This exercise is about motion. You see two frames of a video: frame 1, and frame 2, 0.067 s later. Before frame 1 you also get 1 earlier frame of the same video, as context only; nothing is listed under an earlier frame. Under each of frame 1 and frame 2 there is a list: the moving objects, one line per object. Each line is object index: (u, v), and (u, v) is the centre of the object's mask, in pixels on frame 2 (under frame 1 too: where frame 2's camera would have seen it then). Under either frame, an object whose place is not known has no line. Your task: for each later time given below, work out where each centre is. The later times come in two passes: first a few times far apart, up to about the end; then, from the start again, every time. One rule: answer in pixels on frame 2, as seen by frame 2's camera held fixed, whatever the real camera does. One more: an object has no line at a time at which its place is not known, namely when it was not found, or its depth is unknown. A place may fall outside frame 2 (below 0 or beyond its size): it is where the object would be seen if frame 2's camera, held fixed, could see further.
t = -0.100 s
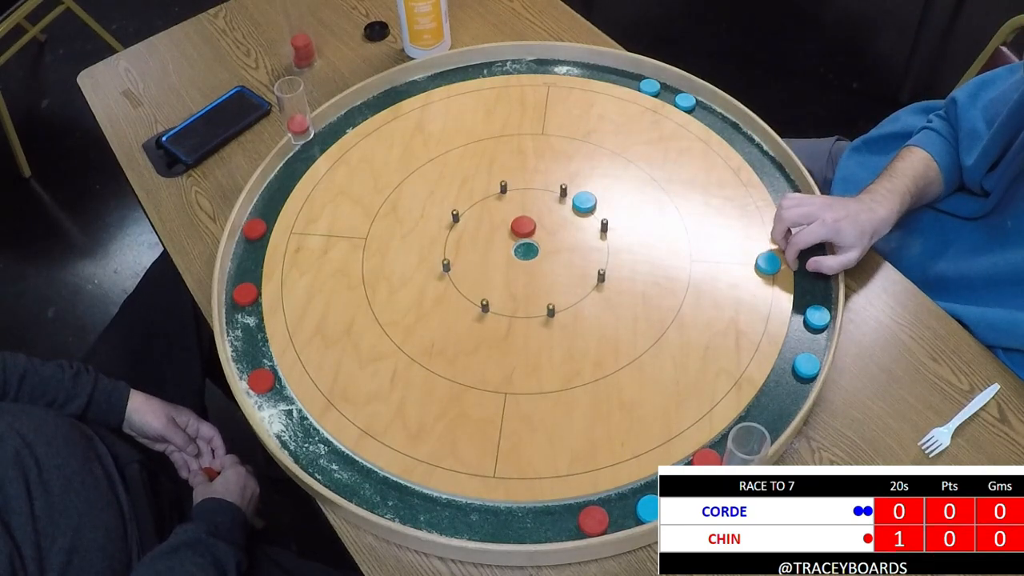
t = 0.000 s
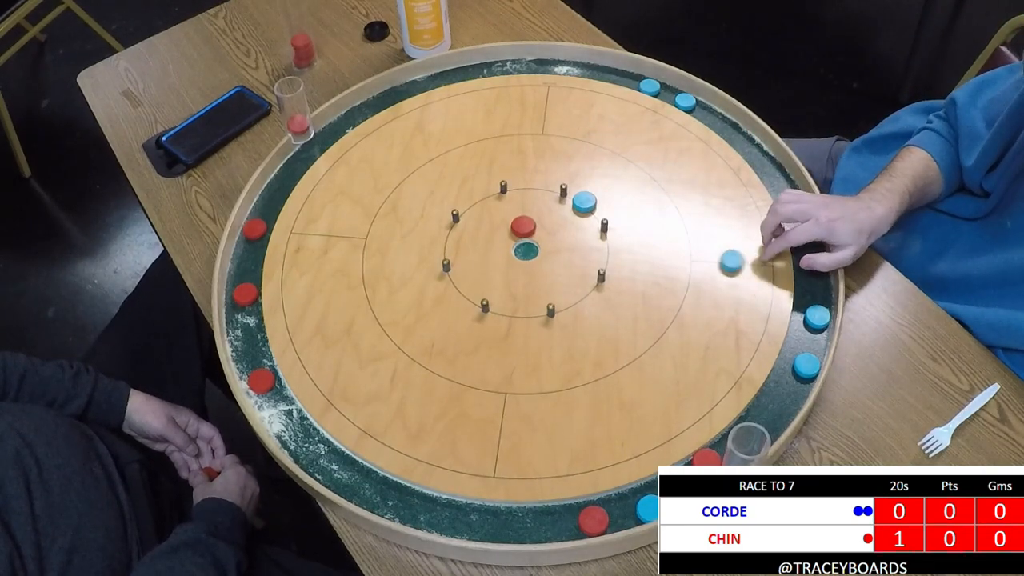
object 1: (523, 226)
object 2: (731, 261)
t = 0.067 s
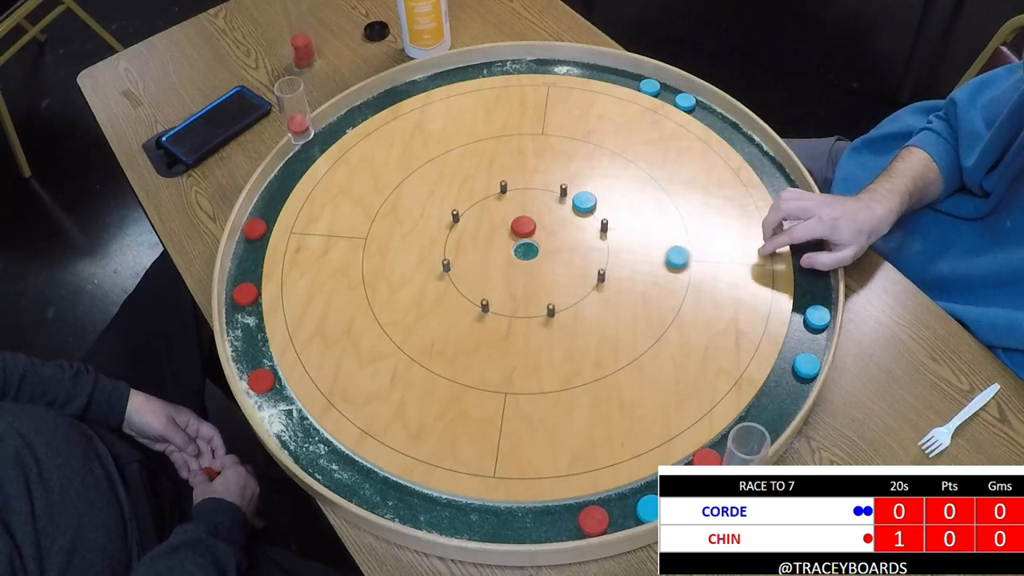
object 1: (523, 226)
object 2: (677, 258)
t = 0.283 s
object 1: (523, 226)
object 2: (527, 247)
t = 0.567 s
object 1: (521, 203)
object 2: (580, 255)
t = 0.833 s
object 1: (521, 203)
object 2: (587, 256)
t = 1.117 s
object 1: (521, 203)
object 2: (587, 256)
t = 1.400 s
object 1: (521, 203)
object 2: (587, 256)
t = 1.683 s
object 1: (521, 203)
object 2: (587, 256)
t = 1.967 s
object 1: (521, 203)
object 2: (587, 256)
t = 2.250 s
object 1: (521, 203)
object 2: (587, 256)
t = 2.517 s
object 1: (521, 203)
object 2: (587, 256)
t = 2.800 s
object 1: (521, 203)
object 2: (587, 256)
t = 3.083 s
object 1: (521, 203)
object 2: (587, 256)
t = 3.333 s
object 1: (521, 203)
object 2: (587, 256)
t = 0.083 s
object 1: (523, 226)
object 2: (664, 257)
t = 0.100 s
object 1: (523, 226)
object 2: (651, 256)
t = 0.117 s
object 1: (523, 226)
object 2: (638, 255)
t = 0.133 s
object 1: (523, 226)
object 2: (625, 254)
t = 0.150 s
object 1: (523, 226)
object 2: (612, 253)
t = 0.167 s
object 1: (523, 226)
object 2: (600, 253)
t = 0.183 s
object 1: (523, 226)
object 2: (588, 252)
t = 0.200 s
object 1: (523, 226)
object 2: (575, 251)
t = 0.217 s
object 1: (523, 226)
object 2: (564, 250)
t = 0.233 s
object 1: (523, 226)
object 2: (552, 250)
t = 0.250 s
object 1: (523, 226)
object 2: (541, 249)
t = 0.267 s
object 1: (523, 226)
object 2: (529, 248)
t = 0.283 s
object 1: (523, 226)
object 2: (527, 247)
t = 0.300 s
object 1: (523, 223)
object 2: (532, 245)
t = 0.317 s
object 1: (522, 221)
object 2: (537, 246)
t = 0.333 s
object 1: (522, 219)
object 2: (541, 246)
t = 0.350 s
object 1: (522, 216)
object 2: (546, 249)
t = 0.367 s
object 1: (522, 214)
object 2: (550, 250)
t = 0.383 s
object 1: (522, 212)
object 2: (553, 250)
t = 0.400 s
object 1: (522, 211)
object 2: (557, 250)
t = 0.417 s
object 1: (522, 209)
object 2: (561, 252)
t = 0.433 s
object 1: (522, 208)
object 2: (564, 252)
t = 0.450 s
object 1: (521, 207)
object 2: (566, 252)
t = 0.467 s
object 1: (521, 205)
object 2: (569, 253)
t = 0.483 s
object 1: (521, 205)
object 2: (571, 254)
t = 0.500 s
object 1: (521, 204)
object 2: (573, 254)
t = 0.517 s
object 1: (521, 203)
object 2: (575, 254)
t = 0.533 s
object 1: (521, 203)
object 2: (577, 255)
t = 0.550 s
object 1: (521, 203)
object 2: (578, 255)
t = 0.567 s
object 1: (521, 203)
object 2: (580, 255)
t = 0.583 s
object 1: (521, 203)
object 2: (581, 256)
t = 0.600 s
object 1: (521, 203)
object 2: (582, 256)
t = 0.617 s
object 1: (521, 203)
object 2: (583, 256)
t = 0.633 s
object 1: (521, 203)
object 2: (584, 256)
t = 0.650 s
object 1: (521, 203)
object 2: (585, 256)
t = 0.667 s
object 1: (521, 203)
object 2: (586, 256)
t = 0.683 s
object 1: (521, 203)
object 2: (586, 256)
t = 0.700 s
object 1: (521, 203)
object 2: (587, 256)
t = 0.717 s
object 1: (521, 203)
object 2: (587, 256)
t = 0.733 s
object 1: (521, 203)
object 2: (587, 256)
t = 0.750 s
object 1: (521, 203)
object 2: (587, 256)
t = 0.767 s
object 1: (521, 203)
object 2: (587, 256)
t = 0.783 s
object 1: (521, 203)
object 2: (587, 256)
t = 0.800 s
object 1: (521, 203)
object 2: (587, 256)
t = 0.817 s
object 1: (521, 203)
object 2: (587, 256)
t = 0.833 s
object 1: (521, 203)
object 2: (587, 256)
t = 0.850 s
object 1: (521, 203)
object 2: (587, 256)
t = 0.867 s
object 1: (521, 203)
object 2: (587, 256)
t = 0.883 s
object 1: (521, 203)
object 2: (587, 256)
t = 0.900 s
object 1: (521, 203)
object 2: (587, 256)
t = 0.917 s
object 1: (521, 203)
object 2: (587, 256)
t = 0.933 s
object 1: (521, 203)
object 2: (587, 256)
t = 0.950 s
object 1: (521, 203)
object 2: (587, 256)
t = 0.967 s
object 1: (521, 203)
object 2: (587, 256)
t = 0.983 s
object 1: (521, 203)
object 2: (587, 256)
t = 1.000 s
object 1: (521, 203)
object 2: (587, 256)
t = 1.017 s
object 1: (521, 203)
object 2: (587, 256)
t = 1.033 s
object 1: (521, 203)
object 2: (587, 256)
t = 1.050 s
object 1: (521, 203)
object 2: (587, 256)
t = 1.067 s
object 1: (521, 203)
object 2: (587, 256)
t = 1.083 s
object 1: (521, 203)
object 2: (587, 256)
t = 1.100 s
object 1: (521, 203)
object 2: (587, 256)
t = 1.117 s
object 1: (521, 203)
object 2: (587, 256)
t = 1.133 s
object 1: (521, 203)
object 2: (587, 256)
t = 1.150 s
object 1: (521, 203)
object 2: (587, 256)
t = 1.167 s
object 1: (521, 203)
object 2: (587, 256)
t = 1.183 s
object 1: (521, 203)
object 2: (587, 256)
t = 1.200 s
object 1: (521, 203)
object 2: (587, 256)
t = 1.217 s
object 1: (521, 203)
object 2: (587, 256)
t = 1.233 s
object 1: (521, 203)
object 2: (587, 256)
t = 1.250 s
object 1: (521, 203)
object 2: (587, 256)
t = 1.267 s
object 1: (521, 203)
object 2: (587, 256)
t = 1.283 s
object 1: (521, 203)
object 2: (587, 256)
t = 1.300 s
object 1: (521, 203)
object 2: (587, 256)
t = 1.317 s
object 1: (521, 203)
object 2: (587, 256)
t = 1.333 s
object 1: (521, 203)
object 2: (587, 256)
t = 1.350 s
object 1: (521, 203)
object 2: (587, 256)
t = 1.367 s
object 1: (521, 203)
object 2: (587, 256)
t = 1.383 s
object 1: (521, 203)
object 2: (587, 256)
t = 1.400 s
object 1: (521, 203)
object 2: (587, 256)
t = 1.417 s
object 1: (521, 203)
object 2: (587, 256)
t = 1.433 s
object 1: (521, 203)
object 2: (587, 256)
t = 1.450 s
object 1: (521, 203)
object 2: (587, 256)
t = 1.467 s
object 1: (521, 203)
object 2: (587, 256)
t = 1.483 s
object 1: (521, 203)
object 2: (587, 256)
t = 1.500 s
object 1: (521, 203)
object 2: (587, 256)
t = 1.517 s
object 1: (521, 203)
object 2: (587, 256)
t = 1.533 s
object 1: (521, 203)
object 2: (587, 256)
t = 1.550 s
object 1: (521, 203)
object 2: (587, 256)
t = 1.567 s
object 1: (521, 203)
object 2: (587, 256)
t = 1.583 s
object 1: (521, 203)
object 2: (587, 256)
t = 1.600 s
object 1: (521, 203)
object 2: (587, 256)
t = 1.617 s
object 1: (521, 203)
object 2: (587, 256)
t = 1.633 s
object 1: (521, 203)
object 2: (587, 256)
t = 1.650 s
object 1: (521, 203)
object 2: (587, 256)
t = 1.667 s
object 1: (521, 203)
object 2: (587, 256)
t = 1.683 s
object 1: (521, 203)
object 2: (587, 256)
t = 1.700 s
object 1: (521, 203)
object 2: (587, 256)
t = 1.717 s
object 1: (521, 203)
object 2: (587, 256)
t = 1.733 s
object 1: (521, 203)
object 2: (587, 256)
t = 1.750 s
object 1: (521, 203)
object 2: (587, 256)
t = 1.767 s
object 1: (521, 203)
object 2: (587, 256)
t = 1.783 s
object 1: (521, 203)
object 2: (587, 256)
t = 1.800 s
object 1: (521, 203)
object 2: (587, 256)
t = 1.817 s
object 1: (521, 203)
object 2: (587, 256)
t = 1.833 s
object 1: (521, 203)
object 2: (587, 256)
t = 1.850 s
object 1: (521, 203)
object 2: (587, 256)
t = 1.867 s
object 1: (521, 203)
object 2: (587, 256)
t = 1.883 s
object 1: (521, 203)
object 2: (587, 256)
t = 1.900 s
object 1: (521, 203)
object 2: (587, 256)
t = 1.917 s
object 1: (521, 203)
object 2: (587, 256)
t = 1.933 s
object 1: (521, 203)
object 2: (587, 256)
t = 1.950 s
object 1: (521, 203)
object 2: (587, 256)
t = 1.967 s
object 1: (521, 203)
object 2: (587, 256)
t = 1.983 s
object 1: (521, 203)
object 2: (587, 256)
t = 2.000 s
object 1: (521, 203)
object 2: (587, 256)
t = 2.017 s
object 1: (521, 203)
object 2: (587, 256)
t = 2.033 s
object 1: (521, 203)
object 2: (587, 256)
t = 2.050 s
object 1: (521, 203)
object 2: (587, 256)
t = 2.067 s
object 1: (521, 203)
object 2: (587, 256)
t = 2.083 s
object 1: (521, 203)
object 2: (587, 256)
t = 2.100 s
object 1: (521, 203)
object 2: (587, 256)
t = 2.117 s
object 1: (521, 203)
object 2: (587, 256)
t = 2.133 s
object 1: (521, 203)
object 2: (587, 256)
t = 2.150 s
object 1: (521, 203)
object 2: (587, 256)
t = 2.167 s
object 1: (521, 203)
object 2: (587, 256)
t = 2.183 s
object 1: (521, 203)
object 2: (587, 256)
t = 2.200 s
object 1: (521, 203)
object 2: (587, 256)
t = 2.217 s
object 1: (521, 203)
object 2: (587, 256)
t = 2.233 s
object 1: (521, 203)
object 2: (587, 256)
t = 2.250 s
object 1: (521, 203)
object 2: (587, 256)
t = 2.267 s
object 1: (521, 203)
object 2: (587, 256)
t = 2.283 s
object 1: (521, 203)
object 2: (587, 256)
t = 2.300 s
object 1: (521, 203)
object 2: (587, 256)
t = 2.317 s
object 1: (521, 203)
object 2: (587, 256)
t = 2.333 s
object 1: (521, 203)
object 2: (587, 256)
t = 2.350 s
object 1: (521, 203)
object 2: (587, 256)
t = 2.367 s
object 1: (521, 203)
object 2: (587, 256)
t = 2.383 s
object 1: (521, 203)
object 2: (587, 256)
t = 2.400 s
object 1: (521, 203)
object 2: (587, 256)
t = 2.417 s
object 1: (521, 203)
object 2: (587, 256)
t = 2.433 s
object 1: (521, 203)
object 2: (587, 256)
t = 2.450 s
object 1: (521, 203)
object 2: (587, 256)
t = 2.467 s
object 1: (521, 203)
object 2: (587, 256)
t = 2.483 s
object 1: (521, 203)
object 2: (587, 256)
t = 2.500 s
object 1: (521, 203)
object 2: (587, 256)
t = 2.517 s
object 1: (521, 203)
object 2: (587, 256)
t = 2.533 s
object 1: (521, 203)
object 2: (587, 256)
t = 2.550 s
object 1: (521, 203)
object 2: (587, 256)
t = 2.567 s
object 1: (521, 203)
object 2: (587, 256)
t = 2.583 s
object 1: (521, 203)
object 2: (587, 256)
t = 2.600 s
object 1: (521, 203)
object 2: (587, 256)
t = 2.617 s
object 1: (521, 203)
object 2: (587, 256)
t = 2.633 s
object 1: (521, 203)
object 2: (587, 256)
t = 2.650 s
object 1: (521, 203)
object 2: (587, 256)
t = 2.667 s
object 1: (521, 203)
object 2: (587, 256)
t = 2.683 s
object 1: (521, 203)
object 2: (587, 256)
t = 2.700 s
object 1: (521, 203)
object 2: (587, 256)
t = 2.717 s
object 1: (521, 203)
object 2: (587, 256)
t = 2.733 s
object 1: (521, 203)
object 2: (587, 256)
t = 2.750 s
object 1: (521, 203)
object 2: (587, 256)
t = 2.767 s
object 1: (521, 203)
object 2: (587, 256)
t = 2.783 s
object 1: (521, 203)
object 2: (587, 256)
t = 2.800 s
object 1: (521, 203)
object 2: (587, 256)
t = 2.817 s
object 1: (521, 203)
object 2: (587, 256)
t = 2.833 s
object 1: (521, 203)
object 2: (587, 256)
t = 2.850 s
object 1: (521, 203)
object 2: (587, 256)
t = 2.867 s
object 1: (521, 203)
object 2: (587, 256)
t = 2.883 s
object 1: (521, 203)
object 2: (587, 256)
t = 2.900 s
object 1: (521, 203)
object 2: (587, 256)
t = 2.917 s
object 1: (521, 203)
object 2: (587, 256)
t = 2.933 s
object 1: (521, 203)
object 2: (587, 256)
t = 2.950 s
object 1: (521, 203)
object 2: (587, 256)
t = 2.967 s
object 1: (521, 203)
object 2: (587, 256)
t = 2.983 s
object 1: (521, 203)
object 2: (587, 256)
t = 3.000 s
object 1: (521, 203)
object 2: (587, 256)
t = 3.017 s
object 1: (521, 203)
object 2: (587, 256)
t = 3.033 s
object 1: (521, 203)
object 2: (587, 256)
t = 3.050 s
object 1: (521, 203)
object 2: (587, 256)
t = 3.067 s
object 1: (521, 203)
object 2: (587, 256)
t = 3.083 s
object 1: (521, 203)
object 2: (587, 256)
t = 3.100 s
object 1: (521, 203)
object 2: (587, 256)
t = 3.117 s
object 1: (521, 203)
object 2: (587, 256)
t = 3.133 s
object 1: (521, 203)
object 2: (587, 256)
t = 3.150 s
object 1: (521, 203)
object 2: (587, 256)
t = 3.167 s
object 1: (521, 203)
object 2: (587, 256)
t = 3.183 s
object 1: (521, 203)
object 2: (587, 256)
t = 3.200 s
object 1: (521, 203)
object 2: (587, 256)
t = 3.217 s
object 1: (521, 203)
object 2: (587, 256)
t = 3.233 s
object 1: (521, 203)
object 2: (587, 256)
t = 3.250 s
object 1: (521, 203)
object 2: (587, 256)
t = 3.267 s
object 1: (521, 203)
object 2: (587, 256)
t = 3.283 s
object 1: (521, 203)
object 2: (587, 256)
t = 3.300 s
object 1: (521, 203)
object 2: (587, 256)
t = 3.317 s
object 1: (521, 203)
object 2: (587, 256)
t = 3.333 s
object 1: (521, 203)
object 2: (587, 256)
